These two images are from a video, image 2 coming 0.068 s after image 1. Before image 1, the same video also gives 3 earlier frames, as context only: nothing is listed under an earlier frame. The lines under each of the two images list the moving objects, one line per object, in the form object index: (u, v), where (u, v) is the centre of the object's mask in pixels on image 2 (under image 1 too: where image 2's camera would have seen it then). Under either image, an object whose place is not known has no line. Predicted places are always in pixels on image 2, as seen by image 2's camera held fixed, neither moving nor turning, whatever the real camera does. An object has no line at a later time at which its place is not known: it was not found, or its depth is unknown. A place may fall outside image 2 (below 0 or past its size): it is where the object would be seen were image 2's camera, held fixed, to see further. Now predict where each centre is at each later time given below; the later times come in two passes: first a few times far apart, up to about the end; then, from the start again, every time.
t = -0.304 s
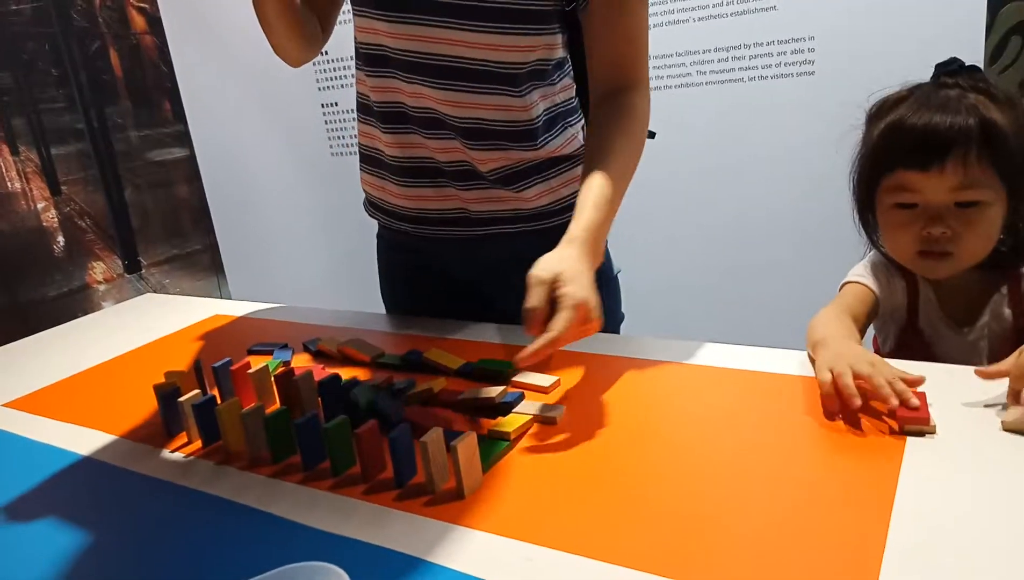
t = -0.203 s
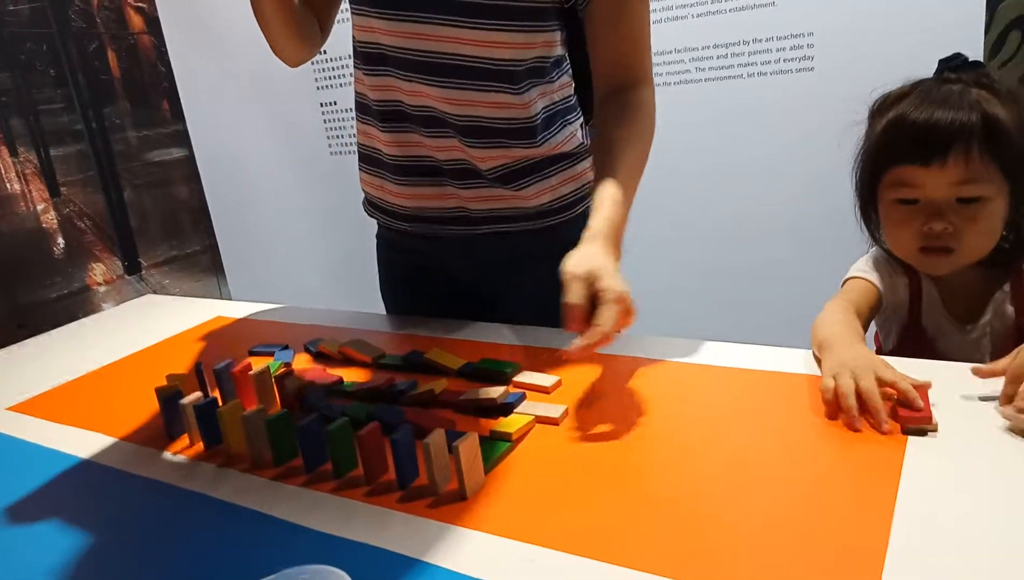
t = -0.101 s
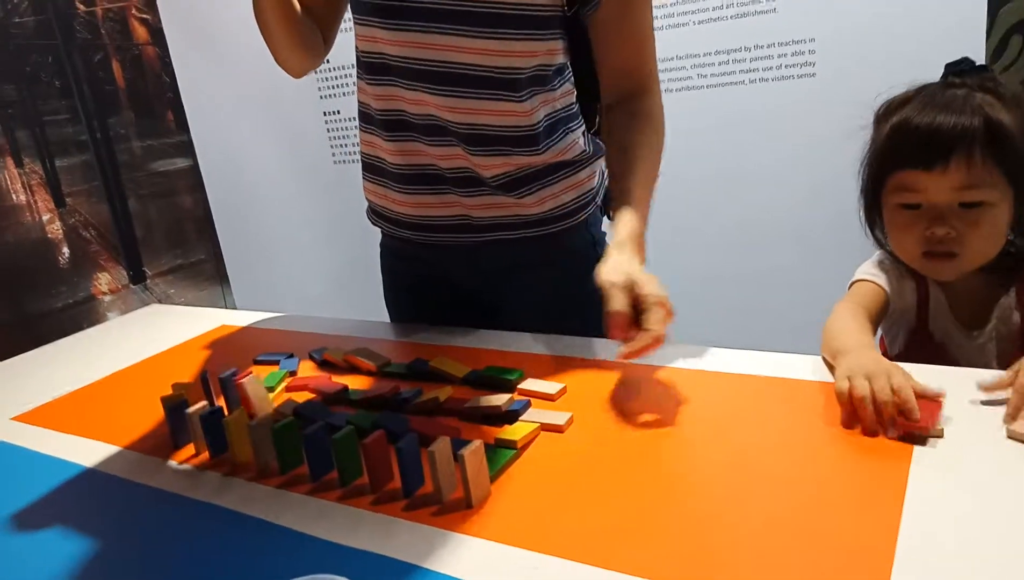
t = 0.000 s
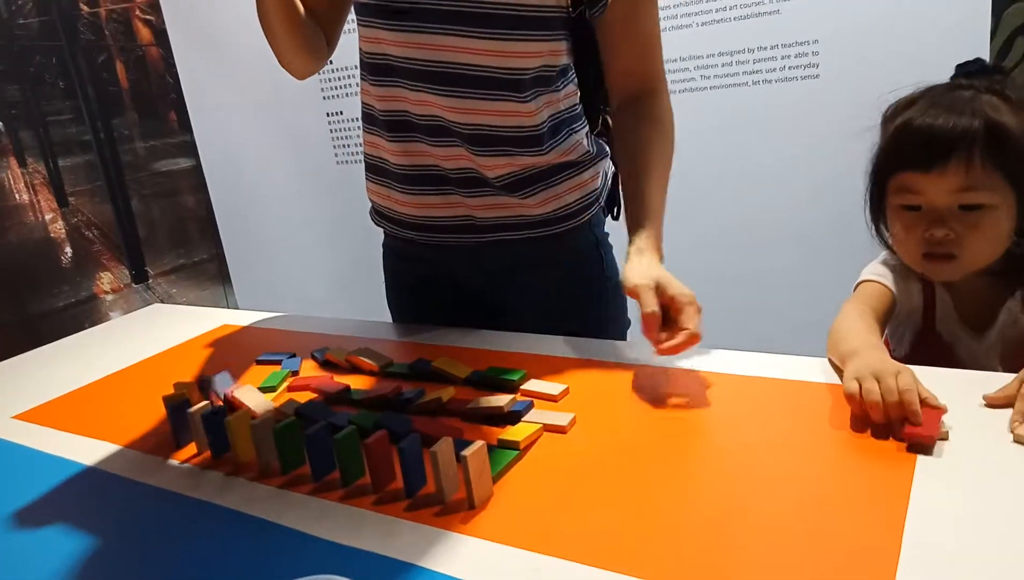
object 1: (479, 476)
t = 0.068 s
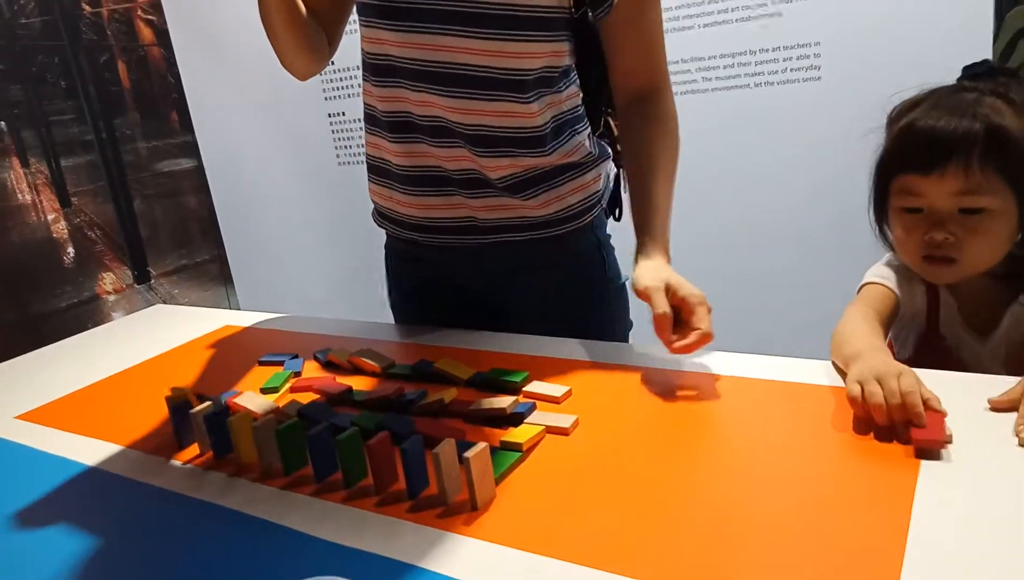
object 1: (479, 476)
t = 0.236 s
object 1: (479, 476)
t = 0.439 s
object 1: (479, 476)
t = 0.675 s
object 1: (480, 492)
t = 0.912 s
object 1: (484, 491)
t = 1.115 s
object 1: (484, 491)
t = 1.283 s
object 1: (485, 491)
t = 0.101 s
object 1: (479, 476)
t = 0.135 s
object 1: (479, 476)
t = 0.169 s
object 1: (479, 476)
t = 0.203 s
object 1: (479, 476)
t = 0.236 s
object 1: (479, 476)
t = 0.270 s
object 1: (479, 476)
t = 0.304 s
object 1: (479, 476)
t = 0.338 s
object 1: (479, 475)
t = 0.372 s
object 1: (479, 475)
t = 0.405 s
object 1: (479, 476)
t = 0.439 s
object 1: (479, 476)
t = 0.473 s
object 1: (479, 475)
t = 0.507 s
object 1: (480, 476)
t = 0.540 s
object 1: (480, 475)
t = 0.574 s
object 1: (480, 475)
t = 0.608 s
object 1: (478, 473)
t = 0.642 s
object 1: (488, 469)
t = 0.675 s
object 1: (480, 492)
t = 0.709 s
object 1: (482, 491)
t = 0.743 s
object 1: (483, 491)
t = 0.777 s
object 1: (484, 491)
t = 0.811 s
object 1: (484, 491)
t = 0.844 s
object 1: (484, 491)
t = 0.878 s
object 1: (484, 491)
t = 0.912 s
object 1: (484, 491)
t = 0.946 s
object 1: (484, 491)
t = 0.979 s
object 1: (484, 491)
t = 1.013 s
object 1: (484, 491)
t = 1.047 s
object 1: (484, 491)
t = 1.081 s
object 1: (484, 491)
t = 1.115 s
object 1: (484, 491)
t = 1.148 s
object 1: (484, 491)
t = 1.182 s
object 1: (484, 491)
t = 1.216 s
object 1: (484, 491)
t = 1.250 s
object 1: (484, 491)
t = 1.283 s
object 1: (485, 491)
